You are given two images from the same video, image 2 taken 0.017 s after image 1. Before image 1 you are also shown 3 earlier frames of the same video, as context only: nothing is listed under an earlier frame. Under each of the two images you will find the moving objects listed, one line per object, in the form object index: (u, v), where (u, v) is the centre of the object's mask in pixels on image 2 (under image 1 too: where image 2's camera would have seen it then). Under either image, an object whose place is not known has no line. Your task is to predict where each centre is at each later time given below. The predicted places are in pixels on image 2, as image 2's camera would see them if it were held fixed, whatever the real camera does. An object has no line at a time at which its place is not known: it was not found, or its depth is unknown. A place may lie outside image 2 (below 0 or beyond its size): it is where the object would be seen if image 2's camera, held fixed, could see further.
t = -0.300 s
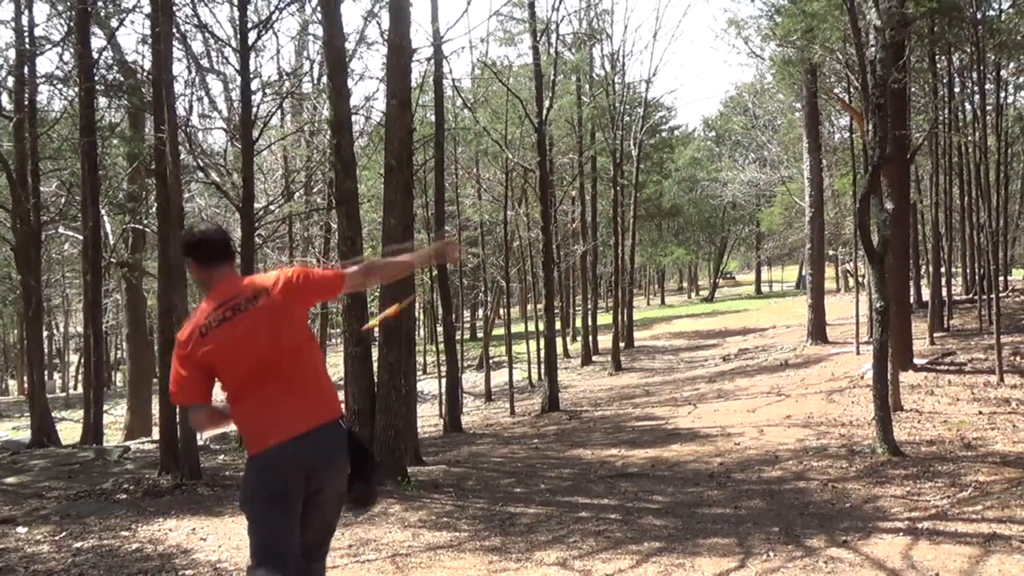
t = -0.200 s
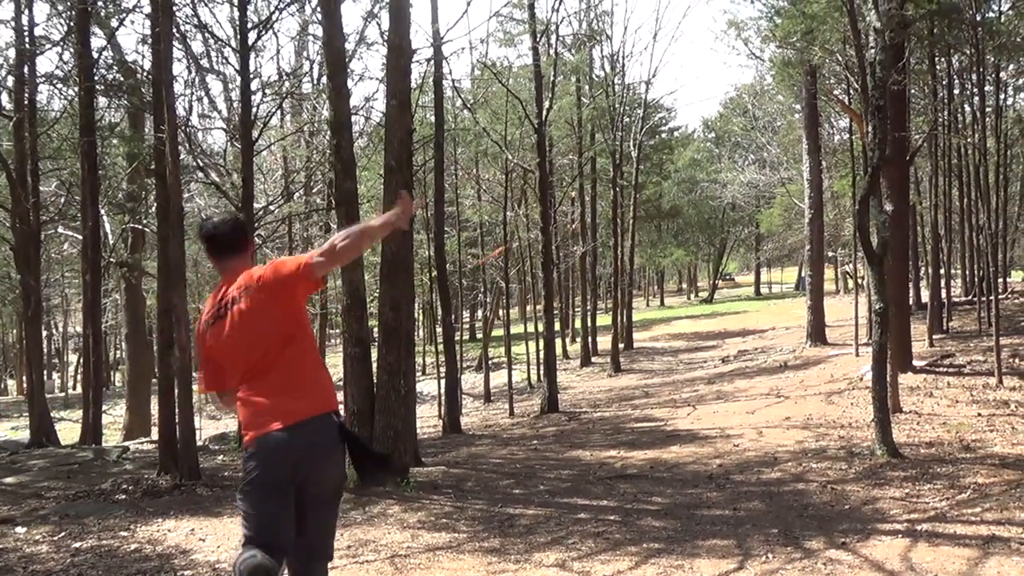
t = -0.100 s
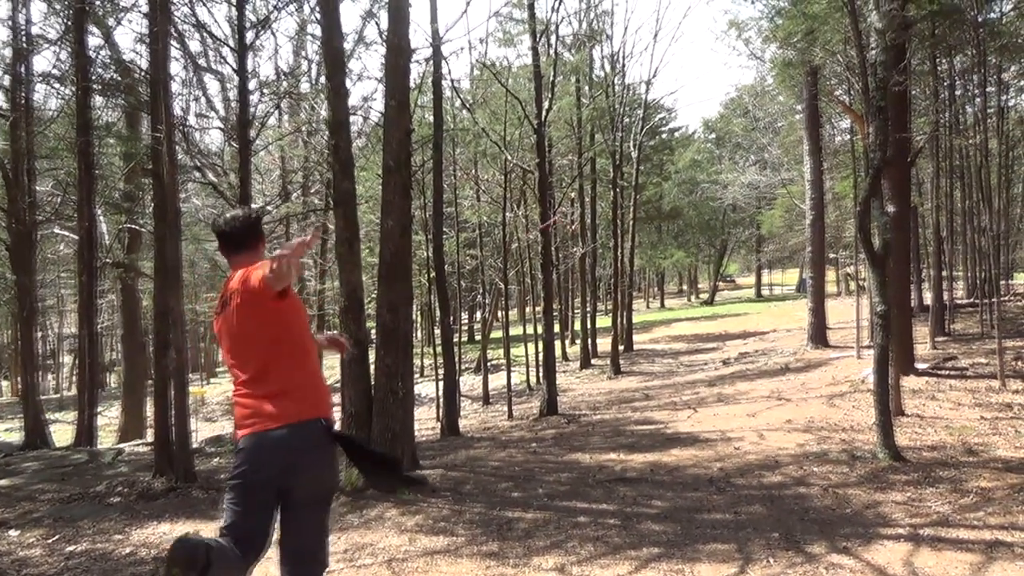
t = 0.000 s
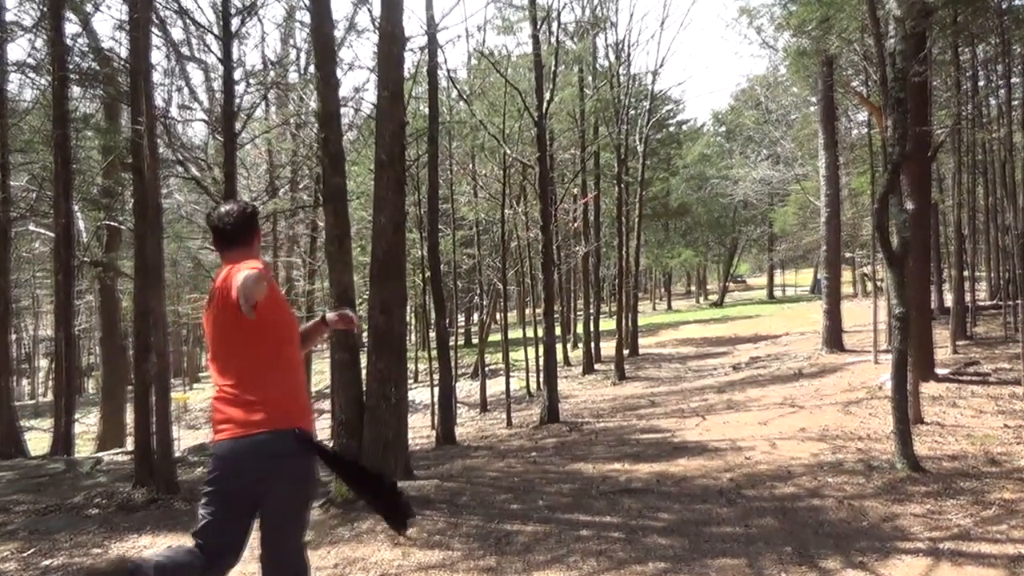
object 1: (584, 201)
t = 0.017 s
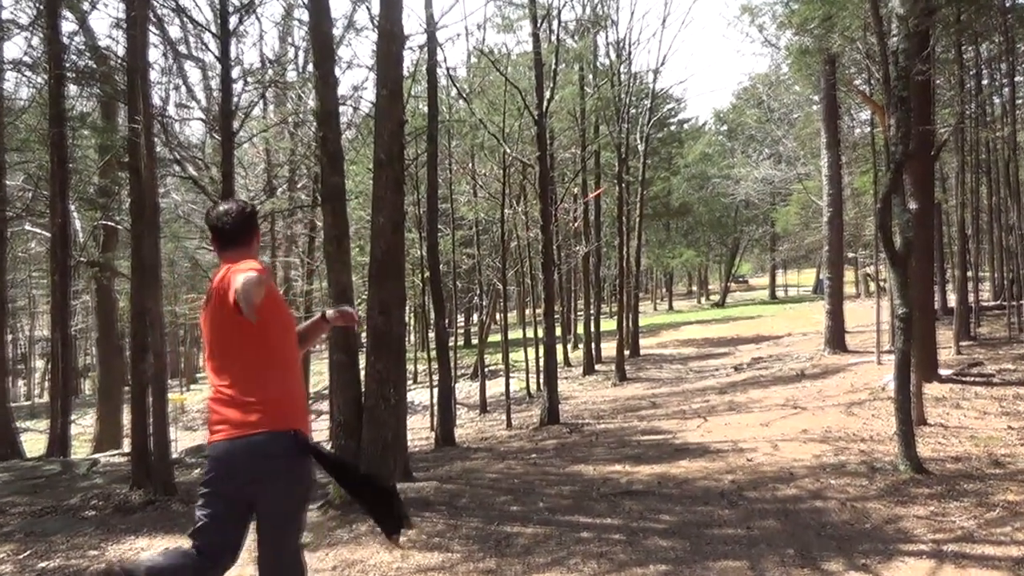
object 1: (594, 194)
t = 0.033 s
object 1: (598, 192)
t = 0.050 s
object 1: (600, 190)
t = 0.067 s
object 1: (605, 187)
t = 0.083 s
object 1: (609, 185)
